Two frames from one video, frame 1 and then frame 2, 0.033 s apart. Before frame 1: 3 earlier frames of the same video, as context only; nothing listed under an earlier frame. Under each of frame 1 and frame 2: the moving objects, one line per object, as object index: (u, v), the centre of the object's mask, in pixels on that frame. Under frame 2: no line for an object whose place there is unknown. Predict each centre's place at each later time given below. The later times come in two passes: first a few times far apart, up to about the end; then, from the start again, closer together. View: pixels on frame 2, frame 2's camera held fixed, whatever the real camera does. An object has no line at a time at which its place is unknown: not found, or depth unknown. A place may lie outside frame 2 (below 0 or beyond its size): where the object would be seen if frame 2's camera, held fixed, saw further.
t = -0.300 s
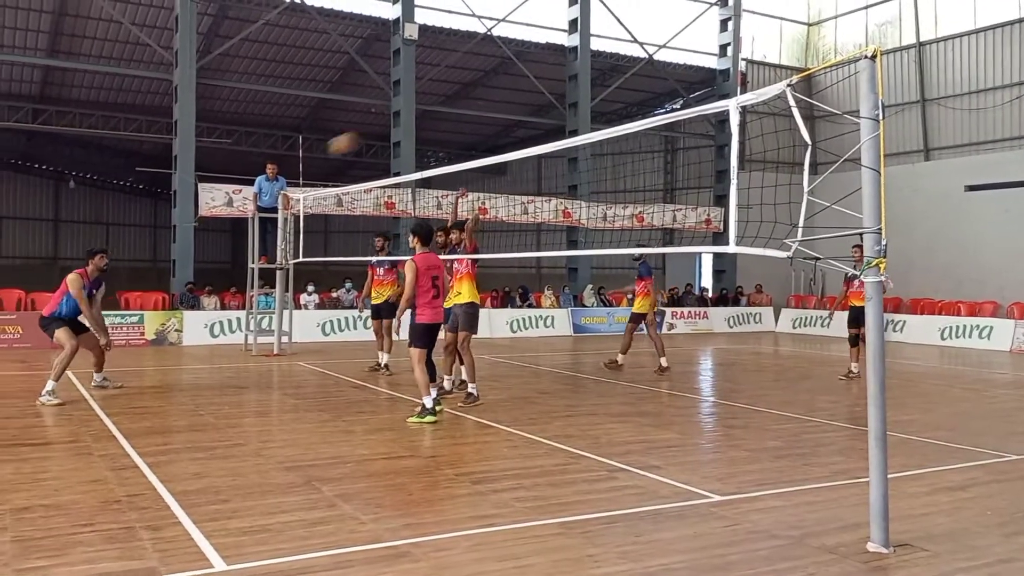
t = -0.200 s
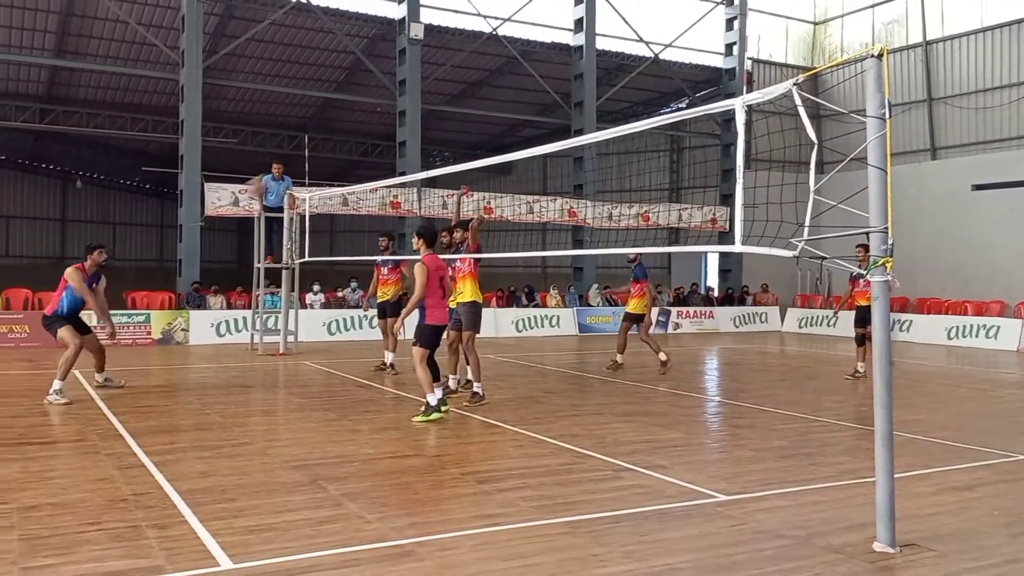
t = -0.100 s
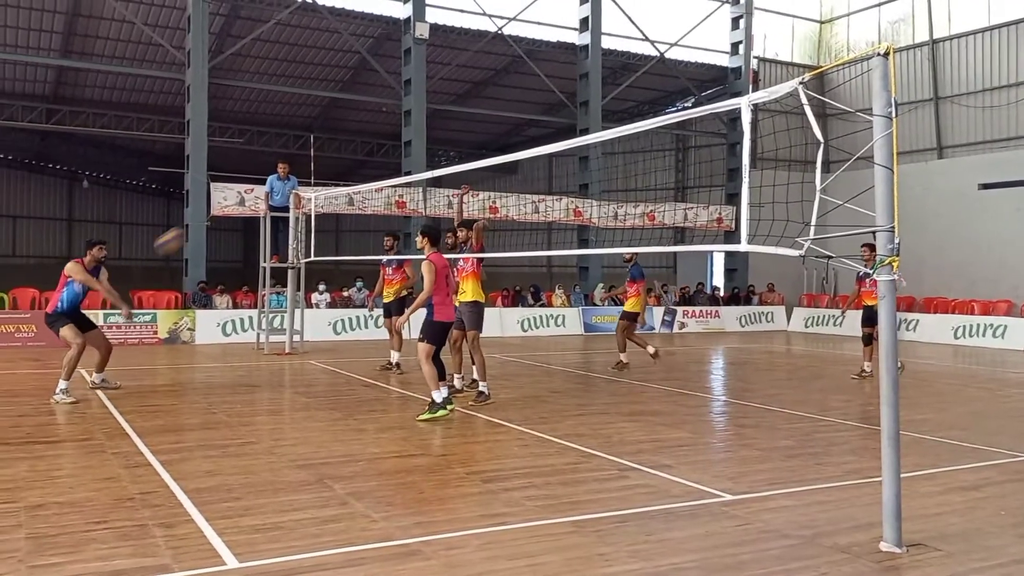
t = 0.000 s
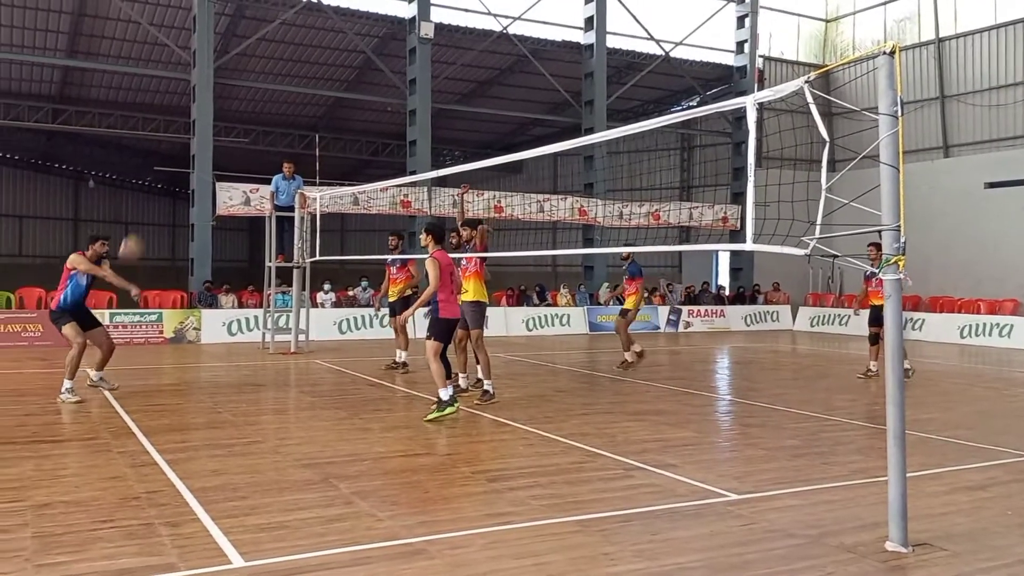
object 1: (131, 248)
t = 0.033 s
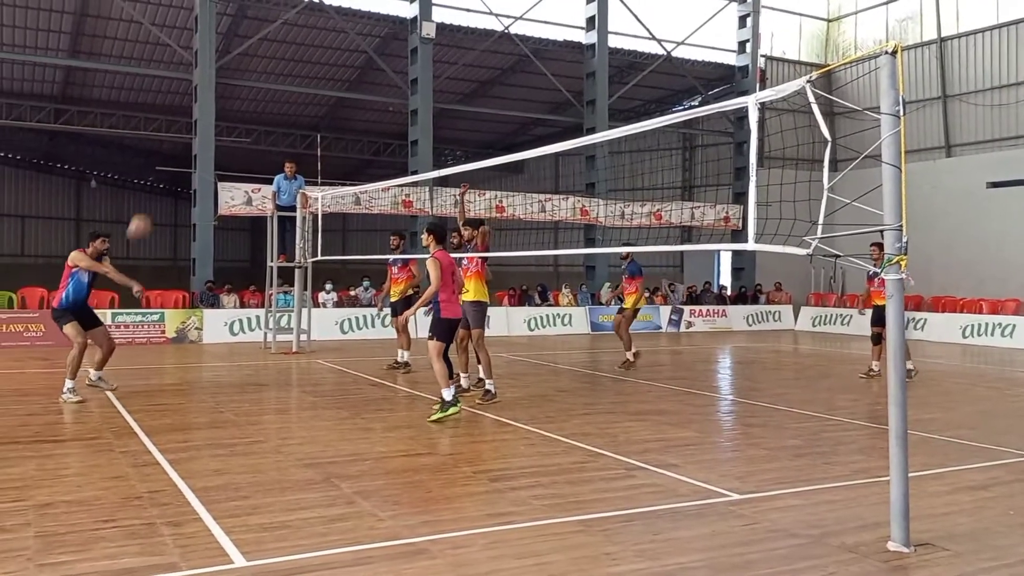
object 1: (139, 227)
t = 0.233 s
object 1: (178, 124)
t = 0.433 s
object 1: (213, 57)
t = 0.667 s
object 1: (254, 28)
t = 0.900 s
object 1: (295, 51)
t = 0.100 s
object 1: (152, 189)
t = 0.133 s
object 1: (159, 171)
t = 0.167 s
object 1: (165, 155)
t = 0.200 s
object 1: (172, 140)
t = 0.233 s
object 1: (178, 124)
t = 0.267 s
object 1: (183, 110)
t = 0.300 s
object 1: (188, 98)
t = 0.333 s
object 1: (195, 86)
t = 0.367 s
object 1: (200, 75)
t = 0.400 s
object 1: (207, 67)
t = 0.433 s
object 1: (213, 57)
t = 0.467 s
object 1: (219, 50)
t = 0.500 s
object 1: (226, 44)
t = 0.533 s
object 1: (232, 39)
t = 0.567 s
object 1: (238, 34)
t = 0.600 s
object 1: (243, 31)
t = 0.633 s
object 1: (249, 29)
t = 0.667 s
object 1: (254, 28)
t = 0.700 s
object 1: (261, 28)
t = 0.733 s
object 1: (266, 30)
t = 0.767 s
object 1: (272, 33)
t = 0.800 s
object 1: (278, 36)
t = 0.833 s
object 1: (284, 39)
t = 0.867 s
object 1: (290, 44)
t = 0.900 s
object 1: (295, 51)
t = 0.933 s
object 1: (302, 59)
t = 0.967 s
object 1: (307, 68)
